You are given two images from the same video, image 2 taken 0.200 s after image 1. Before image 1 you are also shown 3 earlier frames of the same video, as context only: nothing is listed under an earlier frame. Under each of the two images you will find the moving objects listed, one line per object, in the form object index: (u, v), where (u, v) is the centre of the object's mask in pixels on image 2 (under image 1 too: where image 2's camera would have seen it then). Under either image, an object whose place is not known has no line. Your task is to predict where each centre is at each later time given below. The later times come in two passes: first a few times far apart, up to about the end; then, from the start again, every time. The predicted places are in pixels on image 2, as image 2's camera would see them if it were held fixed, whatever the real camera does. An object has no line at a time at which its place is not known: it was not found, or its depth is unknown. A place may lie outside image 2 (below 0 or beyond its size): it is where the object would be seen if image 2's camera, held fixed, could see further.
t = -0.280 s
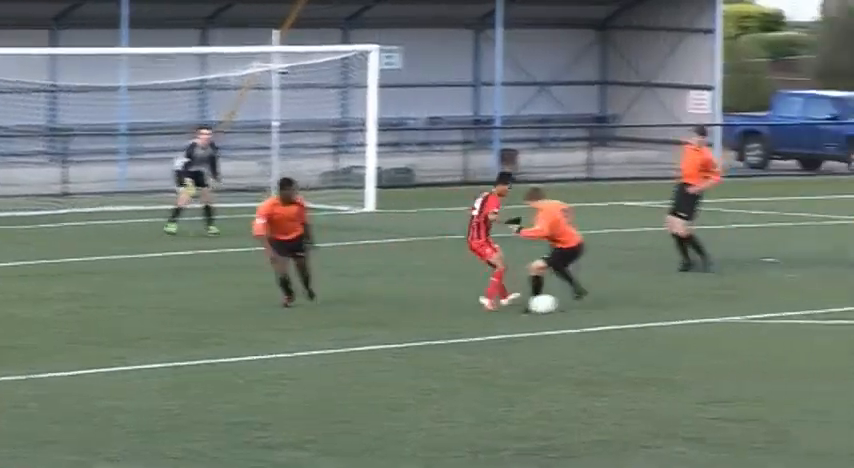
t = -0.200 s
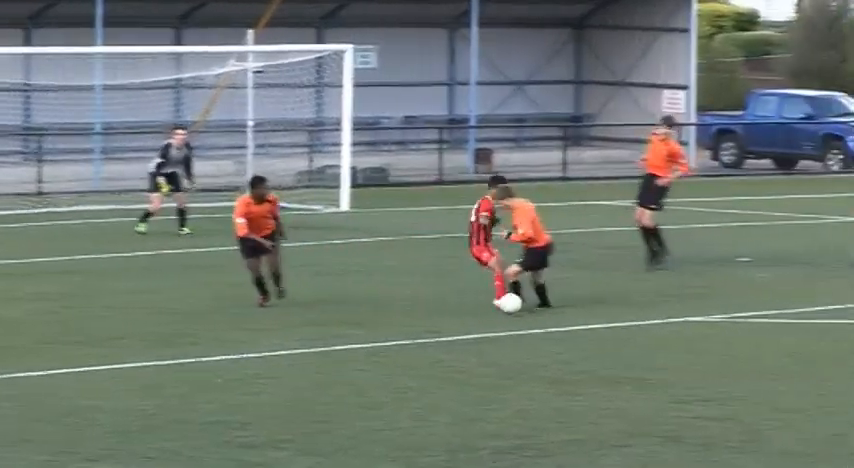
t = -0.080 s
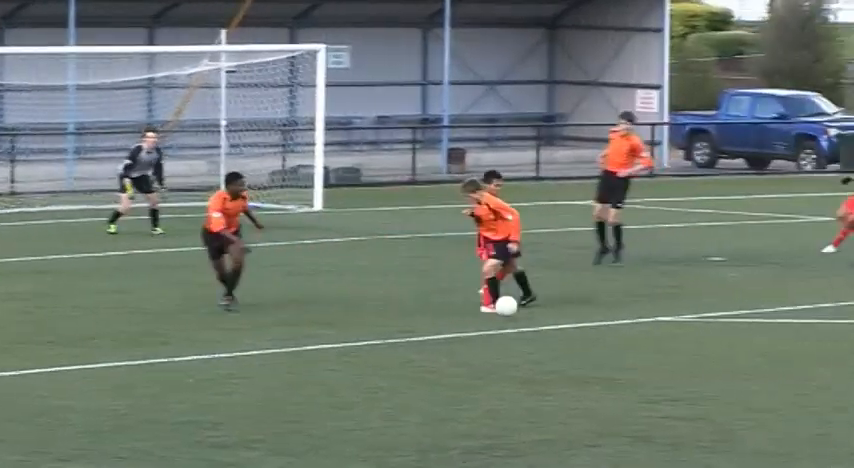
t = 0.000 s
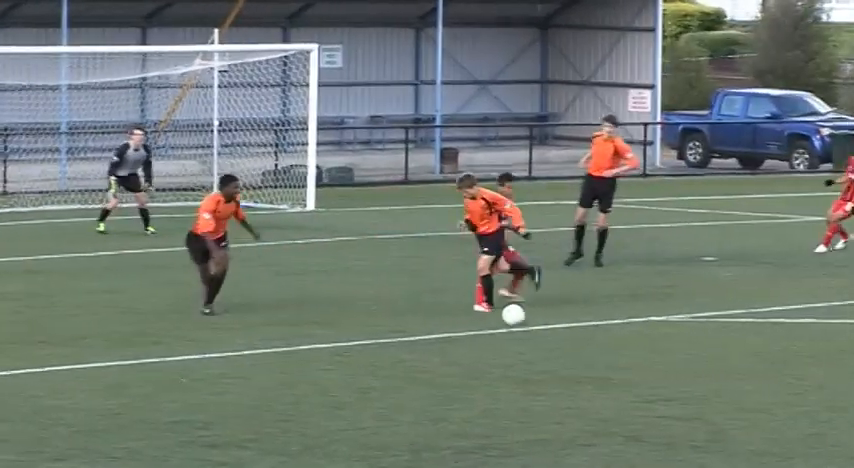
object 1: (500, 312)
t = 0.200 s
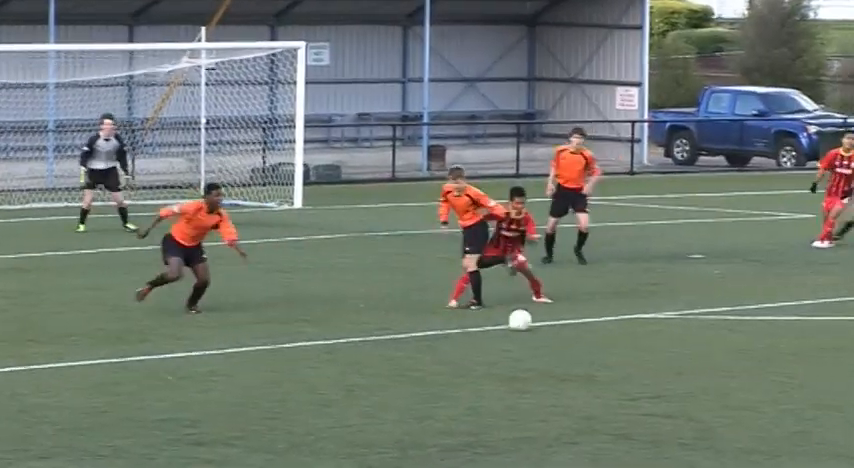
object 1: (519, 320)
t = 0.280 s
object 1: (523, 322)
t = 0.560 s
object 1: (524, 334)
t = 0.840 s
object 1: (518, 341)
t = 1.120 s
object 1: (513, 349)
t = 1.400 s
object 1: (510, 356)
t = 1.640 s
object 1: (509, 361)
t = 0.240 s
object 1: (522, 322)
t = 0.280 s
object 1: (523, 322)
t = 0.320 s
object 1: (524, 323)
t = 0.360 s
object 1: (525, 325)
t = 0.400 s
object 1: (526, 328)
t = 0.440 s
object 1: (525, 329)
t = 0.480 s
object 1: (525, 330)
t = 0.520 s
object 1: (524, 332)
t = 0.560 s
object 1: (524, 334)
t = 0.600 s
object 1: (523, 334)
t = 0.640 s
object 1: (522, 335)
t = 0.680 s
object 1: (521, 337)
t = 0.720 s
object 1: (520, 339)
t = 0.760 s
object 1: (520, 339)
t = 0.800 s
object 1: (519, 340)
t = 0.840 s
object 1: (518, 341)
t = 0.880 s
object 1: (517, 342)
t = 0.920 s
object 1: (516, 344)
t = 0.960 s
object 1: (516, 345)
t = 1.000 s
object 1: (515, 345)
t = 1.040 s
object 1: (514, 347)
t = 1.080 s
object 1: (514, 348)
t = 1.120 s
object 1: (513, 349)
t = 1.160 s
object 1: (513, 350)
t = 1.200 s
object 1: (512, 351)
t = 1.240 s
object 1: (511, 352)
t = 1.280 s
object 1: (511, 353)
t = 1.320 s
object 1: (511, 354)
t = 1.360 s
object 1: (510, 355)
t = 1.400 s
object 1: (510, 356)
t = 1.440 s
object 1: (510, 357)
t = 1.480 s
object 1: (509, 358)
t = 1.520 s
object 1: (510, 358)
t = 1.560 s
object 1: (510, 359)
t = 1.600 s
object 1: (510, 361)
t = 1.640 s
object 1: (509, 361)
